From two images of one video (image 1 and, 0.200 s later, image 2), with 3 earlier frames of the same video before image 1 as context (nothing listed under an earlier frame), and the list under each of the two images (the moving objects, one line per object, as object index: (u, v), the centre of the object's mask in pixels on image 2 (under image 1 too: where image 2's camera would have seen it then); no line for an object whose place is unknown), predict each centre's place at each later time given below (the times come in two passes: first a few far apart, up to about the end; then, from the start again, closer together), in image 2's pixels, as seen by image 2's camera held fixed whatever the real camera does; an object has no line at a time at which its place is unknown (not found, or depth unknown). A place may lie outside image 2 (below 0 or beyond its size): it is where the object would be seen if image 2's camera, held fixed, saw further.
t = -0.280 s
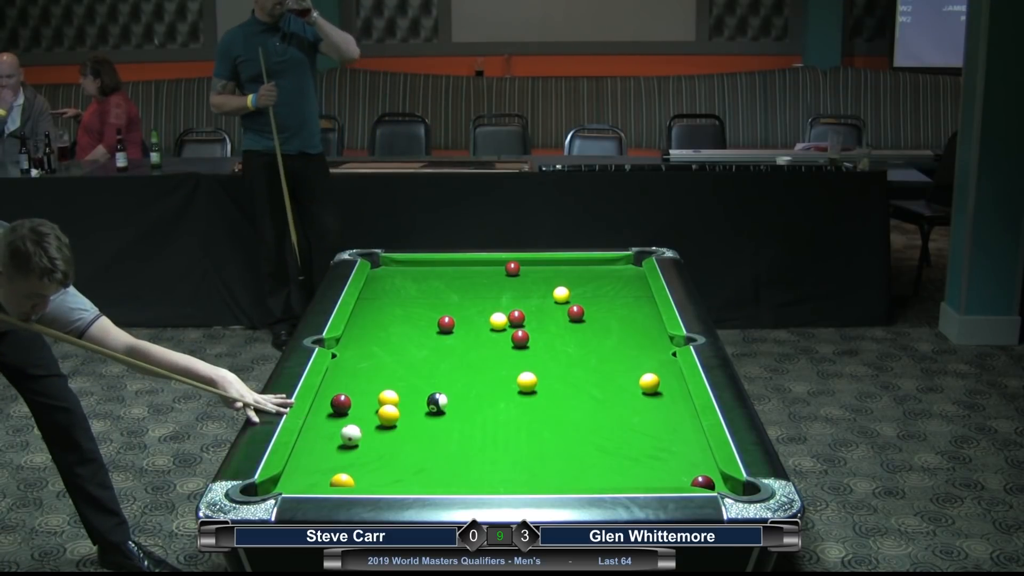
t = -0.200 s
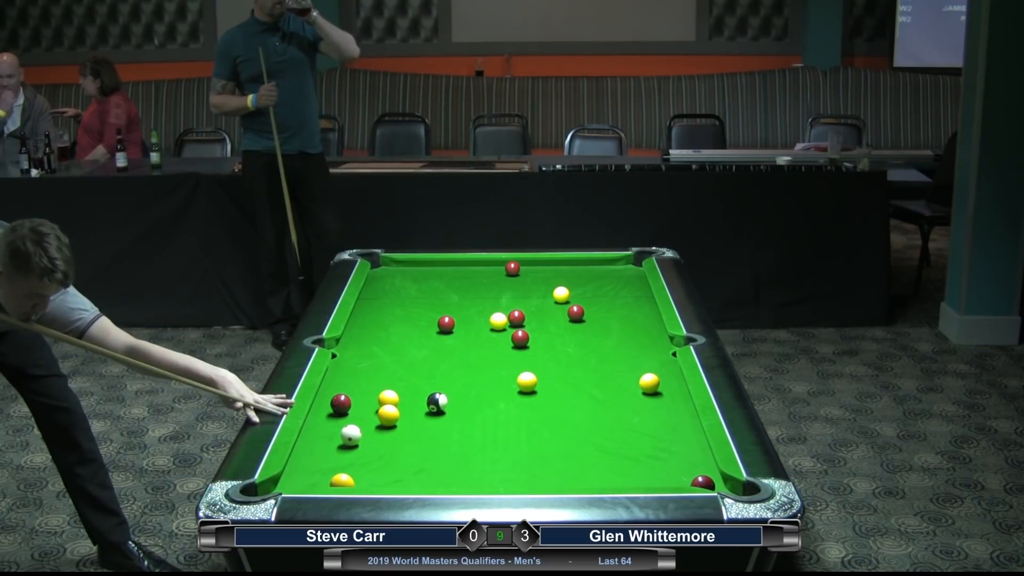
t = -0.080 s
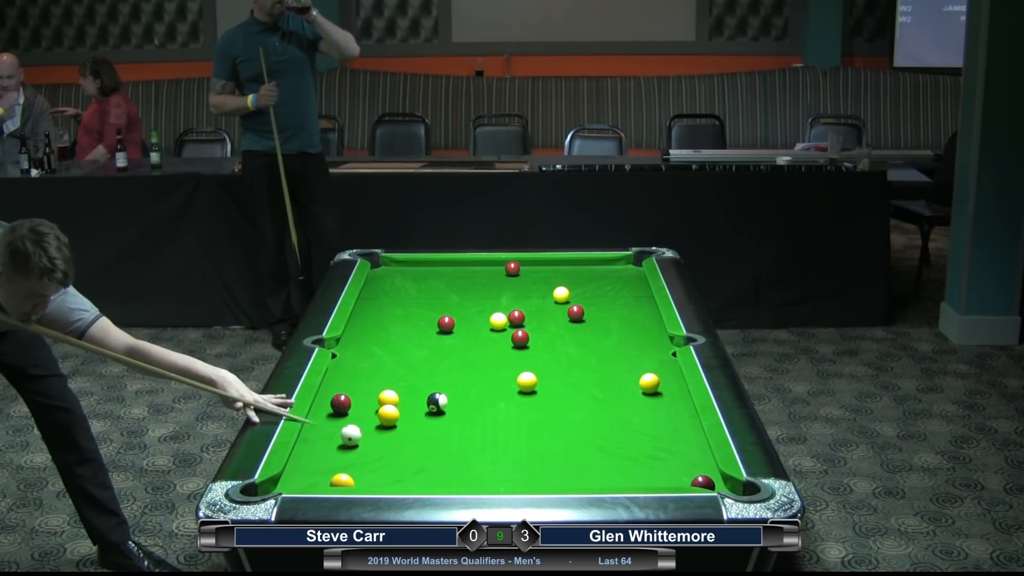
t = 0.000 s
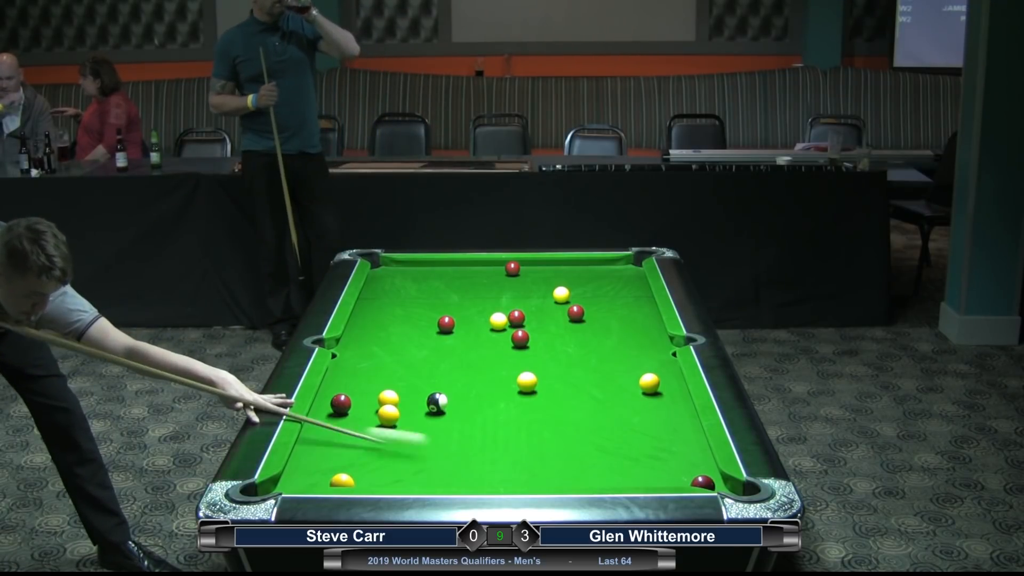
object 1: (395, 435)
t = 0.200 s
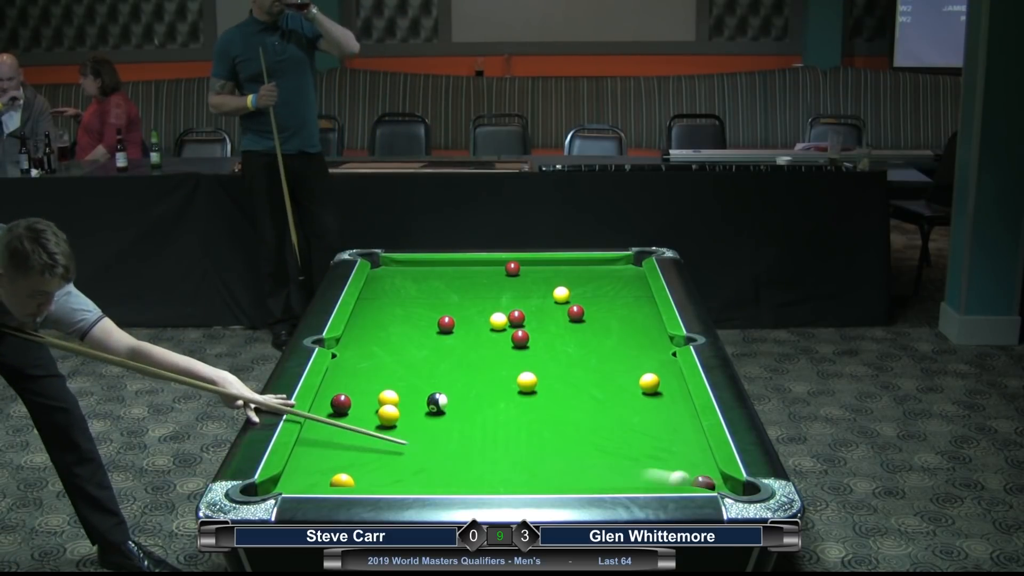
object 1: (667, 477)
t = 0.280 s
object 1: (681, 475)
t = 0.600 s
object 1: (690, 454)
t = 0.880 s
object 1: (661, 434)
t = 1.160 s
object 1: (636, 418)
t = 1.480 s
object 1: (612, 401)
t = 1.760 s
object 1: (593, 389)
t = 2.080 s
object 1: (575, 377)
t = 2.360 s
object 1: (562, 369)
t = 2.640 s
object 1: (551, 362)
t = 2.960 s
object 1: (541, 356)
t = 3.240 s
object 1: (533, 352)
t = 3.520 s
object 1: (528, 349)
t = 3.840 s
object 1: (522, 345)
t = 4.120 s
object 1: (519, 344)
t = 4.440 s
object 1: (518, 345)
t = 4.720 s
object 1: (518, 345)
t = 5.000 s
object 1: (518, 344)
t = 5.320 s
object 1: (518, 345)
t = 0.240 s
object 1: (680, 477)
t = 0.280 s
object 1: (681, 475)
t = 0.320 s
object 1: (685, 472)
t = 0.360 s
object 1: (690, 470)
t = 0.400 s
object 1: (696, 468)
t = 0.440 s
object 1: (701, 465)
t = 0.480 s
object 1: (704, 463)
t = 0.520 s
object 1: (699, 460)
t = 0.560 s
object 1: (695, 457)
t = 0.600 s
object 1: (690, 454)
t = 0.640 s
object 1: (686, 451)
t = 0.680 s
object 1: (681, 448)
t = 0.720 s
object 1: (677, 446)
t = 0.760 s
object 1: (673, 443)
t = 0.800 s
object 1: (669, 440)
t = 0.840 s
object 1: (665, 438)
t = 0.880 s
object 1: (661, 434)
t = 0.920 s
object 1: (657, 432)
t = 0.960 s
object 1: (653, 429)
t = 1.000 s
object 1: (650, 427)
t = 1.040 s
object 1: (646, 425)
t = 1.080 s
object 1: (643, 423)
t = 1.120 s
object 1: (639, 420)
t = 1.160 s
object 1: (636, 418)
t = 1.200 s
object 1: (633, 415)
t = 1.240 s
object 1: (630, 413)
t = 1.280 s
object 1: (626, 411)
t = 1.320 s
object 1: (623, 409)
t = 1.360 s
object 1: (620, 407)
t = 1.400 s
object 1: (617, 405)
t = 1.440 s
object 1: (614, 403)
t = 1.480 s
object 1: (612, 401)
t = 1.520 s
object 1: (609, 399)
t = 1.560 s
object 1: (606, 397)
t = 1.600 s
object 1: (603, 396)
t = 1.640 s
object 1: (601, 394)
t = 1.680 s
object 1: (598, 392)
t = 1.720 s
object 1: (596, 390)
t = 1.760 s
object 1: (593, 389)
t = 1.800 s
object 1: (591, 387)
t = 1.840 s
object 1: (588, 386)
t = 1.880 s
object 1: (586, 384)
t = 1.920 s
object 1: (584, 383)
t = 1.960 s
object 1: (582, 381)
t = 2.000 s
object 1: (579, 379)
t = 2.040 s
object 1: (578, 379)
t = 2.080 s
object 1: (575, 377)
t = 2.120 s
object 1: (574, 376)
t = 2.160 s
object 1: (572, 375)
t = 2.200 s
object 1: (570, 373)
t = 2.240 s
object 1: (568, 372)
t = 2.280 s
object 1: (566, 371)
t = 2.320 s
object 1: (564, 370)
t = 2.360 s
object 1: (562, 369)
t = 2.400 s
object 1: (561, 368)
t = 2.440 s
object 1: (559, 367)
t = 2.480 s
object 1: (557, 366)
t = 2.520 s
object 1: (556, 365)
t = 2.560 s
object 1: (554, 364)
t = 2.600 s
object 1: (553, 363)
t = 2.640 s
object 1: (551, 362)
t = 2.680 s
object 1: (550, 361)
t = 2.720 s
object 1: (549, 360)
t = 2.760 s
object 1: (547, 359)
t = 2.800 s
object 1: (546, 359)
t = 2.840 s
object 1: (545, 358)
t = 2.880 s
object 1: (544, 357)
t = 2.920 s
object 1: (542, 357)
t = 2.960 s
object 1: (541, 356)
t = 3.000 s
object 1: (540, 355)
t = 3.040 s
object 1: (539, 355)
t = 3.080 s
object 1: (538, 354)
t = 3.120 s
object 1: (537, 353)
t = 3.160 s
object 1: (535, 353)
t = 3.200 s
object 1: (534, 352)
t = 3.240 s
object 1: (533, 352)
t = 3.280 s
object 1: (533, 351)
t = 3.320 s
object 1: (532, 350)
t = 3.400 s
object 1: (531, 350)
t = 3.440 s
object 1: (530, 349)
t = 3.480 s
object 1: (529, 349)
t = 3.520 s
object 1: (528, 349)
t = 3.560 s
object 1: (527, 348)
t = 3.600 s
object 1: (526, 348)
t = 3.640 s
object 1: (526, 347)
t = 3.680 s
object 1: (525, 347)
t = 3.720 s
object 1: (524, 346)
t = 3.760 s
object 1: (523, 346)
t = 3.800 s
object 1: (523, 346)
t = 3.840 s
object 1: (522, 345)
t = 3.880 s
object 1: (521, 345)
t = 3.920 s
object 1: (521, 345)
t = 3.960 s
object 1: (520, 345)
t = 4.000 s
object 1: (520, 344)
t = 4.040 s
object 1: (520, 344)
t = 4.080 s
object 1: (520, 344)
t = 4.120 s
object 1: (519, 344)
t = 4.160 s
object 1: (519, 344)
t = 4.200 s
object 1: (519, 344)
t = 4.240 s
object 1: (519, 344)
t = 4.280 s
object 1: (518, 344)
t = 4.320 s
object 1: (519, 344)
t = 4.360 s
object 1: (518, 345)
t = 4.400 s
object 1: (519, 344)
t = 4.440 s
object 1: (518, 345)
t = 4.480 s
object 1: (518, 344)
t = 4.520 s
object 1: (519, 344)
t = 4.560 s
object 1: (518, 345)
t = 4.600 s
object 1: (519, 344)
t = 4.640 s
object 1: (518, 345)
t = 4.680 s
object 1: (519, 344)
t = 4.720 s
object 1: (518, 345)
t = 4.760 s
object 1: (518, 345)
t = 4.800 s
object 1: (519, 344)
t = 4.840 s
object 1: (518, 345)
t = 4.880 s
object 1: (519, 344)
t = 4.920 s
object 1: (518, 345)
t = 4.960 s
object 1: (518, 344)
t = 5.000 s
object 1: (518, 344)
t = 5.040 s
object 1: (518, 345)
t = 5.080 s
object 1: (519, 344)
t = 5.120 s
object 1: (518, 345)
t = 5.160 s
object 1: (518, 345)
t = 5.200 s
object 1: (518, 345)
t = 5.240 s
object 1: (518, 345)
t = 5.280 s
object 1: (519, 344)
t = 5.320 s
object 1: (518, 345)
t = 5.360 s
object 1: (518, 344)
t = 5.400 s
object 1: (518, 344)
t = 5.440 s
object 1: (519, 344)
